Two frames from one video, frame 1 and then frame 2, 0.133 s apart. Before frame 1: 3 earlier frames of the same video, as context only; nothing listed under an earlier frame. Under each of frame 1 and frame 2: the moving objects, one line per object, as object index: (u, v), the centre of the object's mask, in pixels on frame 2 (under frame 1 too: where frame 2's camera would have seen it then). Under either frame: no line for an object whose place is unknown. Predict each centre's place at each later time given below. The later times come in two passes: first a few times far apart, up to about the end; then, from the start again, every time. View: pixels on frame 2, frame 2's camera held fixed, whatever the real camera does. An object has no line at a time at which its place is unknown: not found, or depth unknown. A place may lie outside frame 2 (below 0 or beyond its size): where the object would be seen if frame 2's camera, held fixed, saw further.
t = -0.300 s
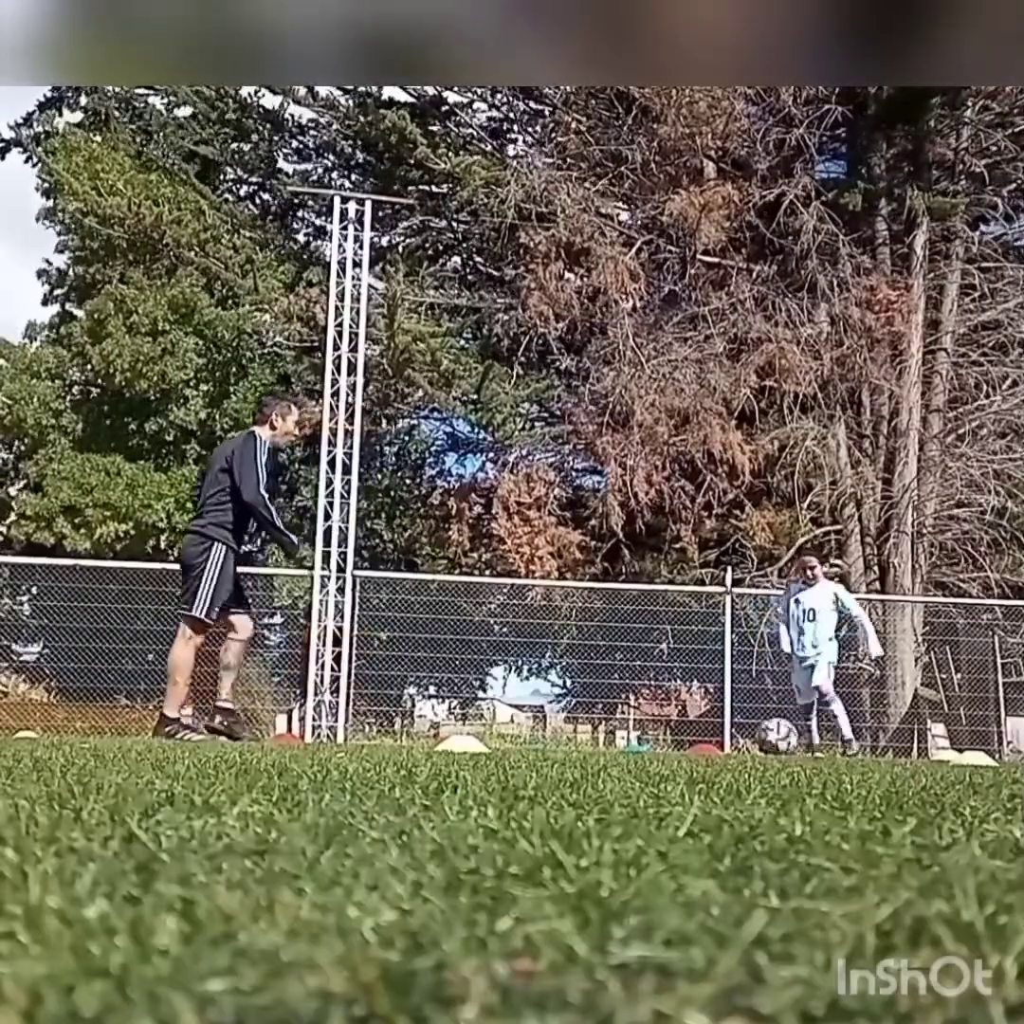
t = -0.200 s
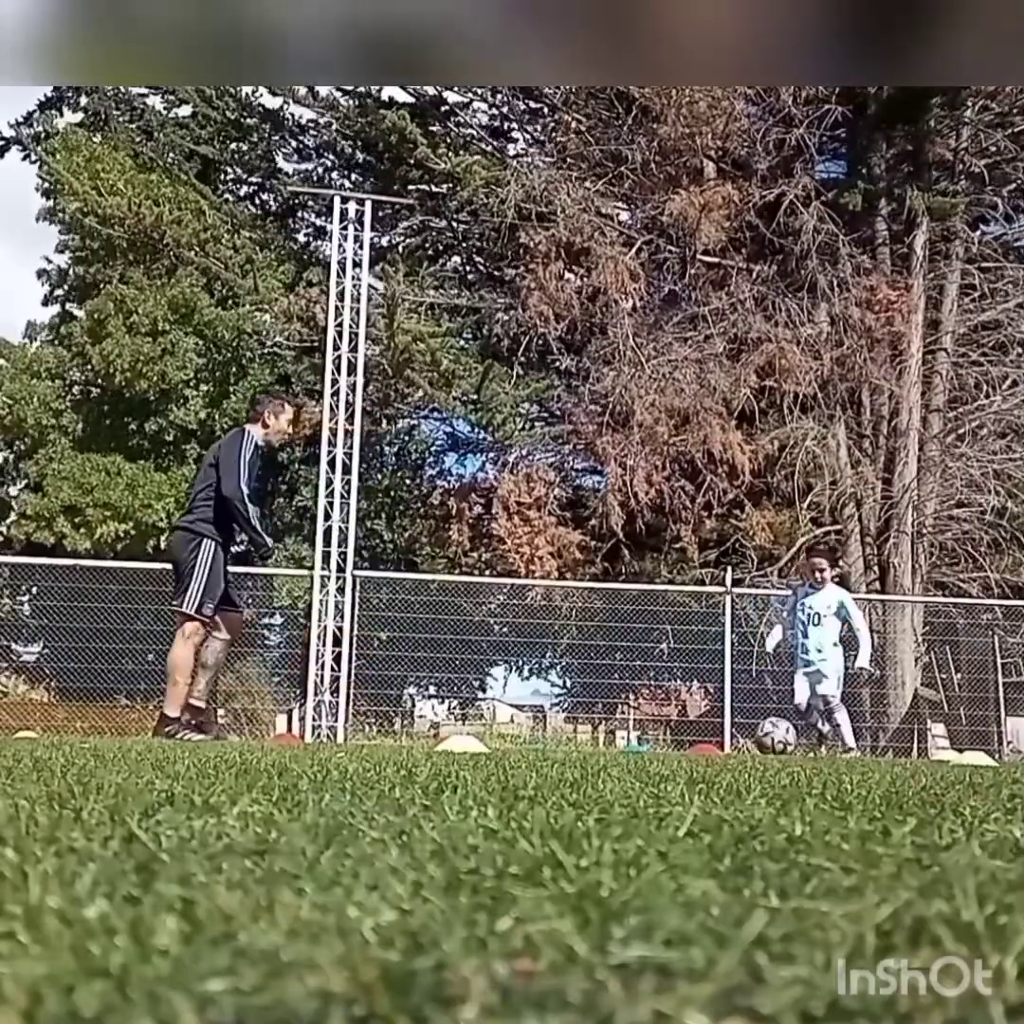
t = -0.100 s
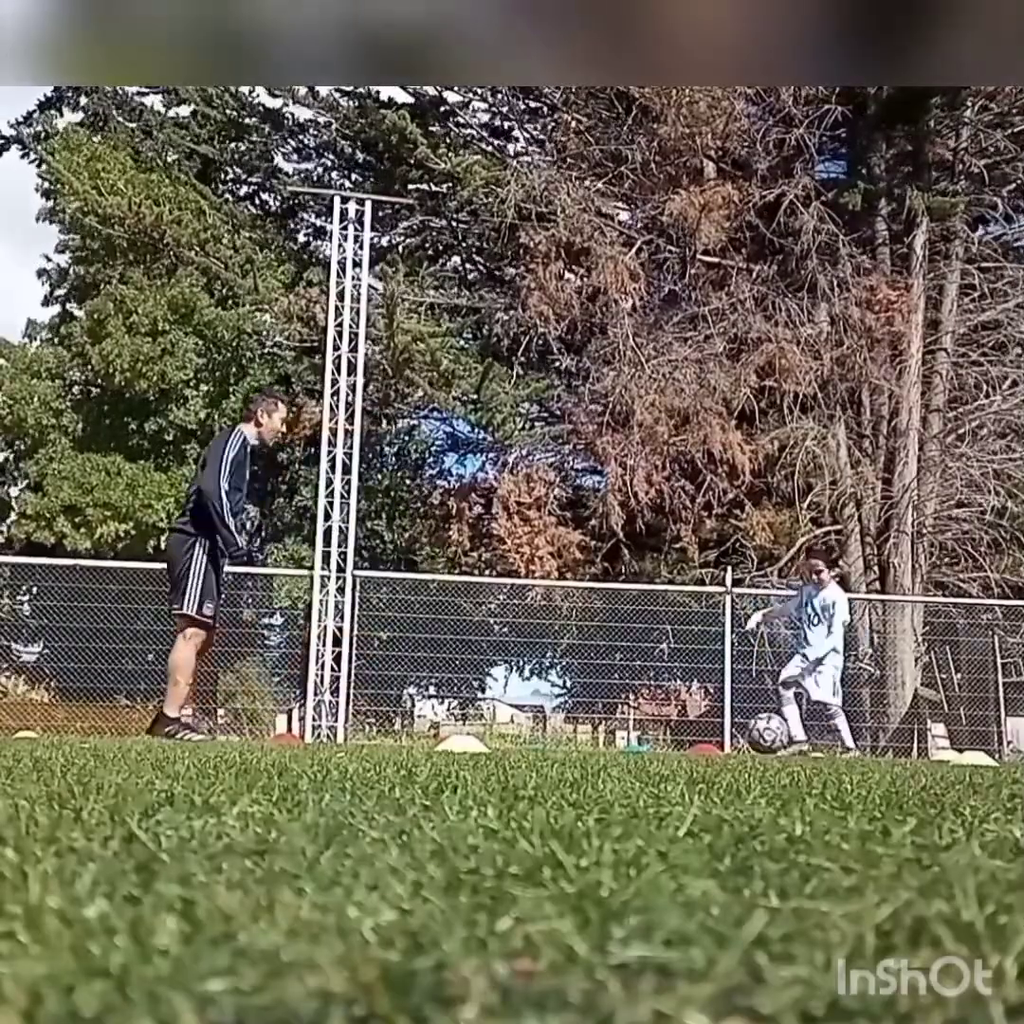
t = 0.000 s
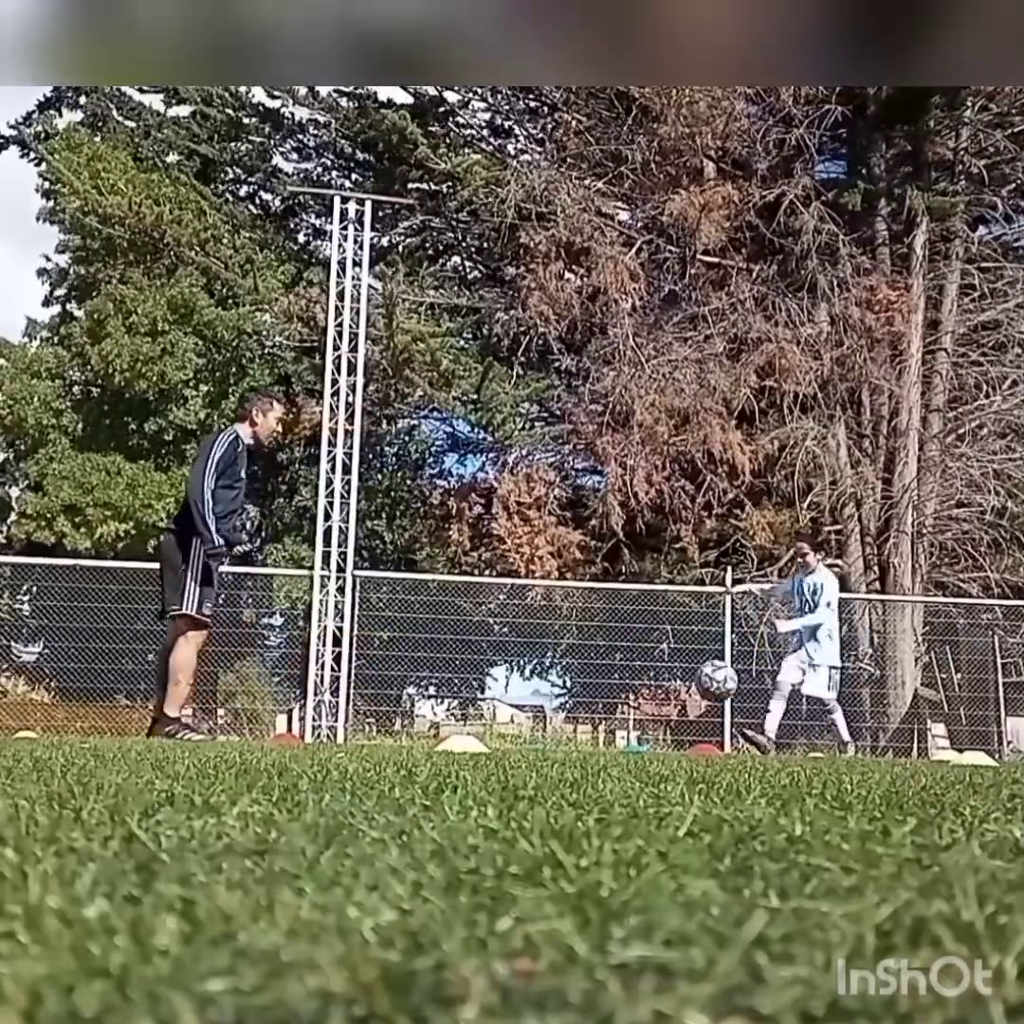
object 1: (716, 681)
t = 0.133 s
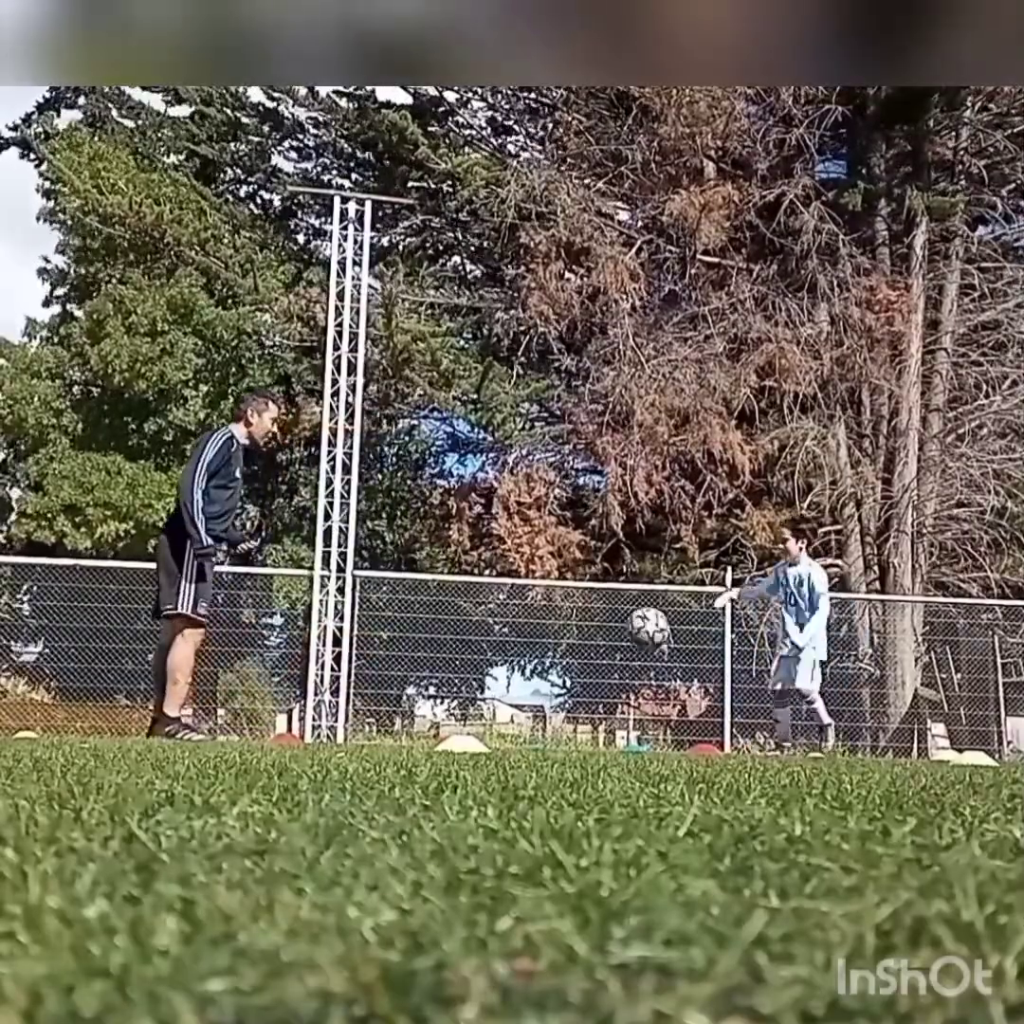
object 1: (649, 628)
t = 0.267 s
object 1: (575, 609)
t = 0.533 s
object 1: (412, 686)
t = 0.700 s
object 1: (342, 674)
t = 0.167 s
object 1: (630, 619)
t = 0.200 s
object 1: (612, 615)
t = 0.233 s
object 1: (594, 611)
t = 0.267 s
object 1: (575, 609)
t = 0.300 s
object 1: (555, 609)
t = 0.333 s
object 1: (536, 613)
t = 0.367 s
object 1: (516, 618)
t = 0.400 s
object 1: (495, 627)
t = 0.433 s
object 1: (476, 637)
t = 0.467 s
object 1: (455, 649)
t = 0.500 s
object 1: (434, 666)
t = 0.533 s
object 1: (412, 686)
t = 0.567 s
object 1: (389, 708)
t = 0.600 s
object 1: (370, 721)
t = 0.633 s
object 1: (361, 704)
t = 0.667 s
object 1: (352, 687)
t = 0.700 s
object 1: (342, 674)
